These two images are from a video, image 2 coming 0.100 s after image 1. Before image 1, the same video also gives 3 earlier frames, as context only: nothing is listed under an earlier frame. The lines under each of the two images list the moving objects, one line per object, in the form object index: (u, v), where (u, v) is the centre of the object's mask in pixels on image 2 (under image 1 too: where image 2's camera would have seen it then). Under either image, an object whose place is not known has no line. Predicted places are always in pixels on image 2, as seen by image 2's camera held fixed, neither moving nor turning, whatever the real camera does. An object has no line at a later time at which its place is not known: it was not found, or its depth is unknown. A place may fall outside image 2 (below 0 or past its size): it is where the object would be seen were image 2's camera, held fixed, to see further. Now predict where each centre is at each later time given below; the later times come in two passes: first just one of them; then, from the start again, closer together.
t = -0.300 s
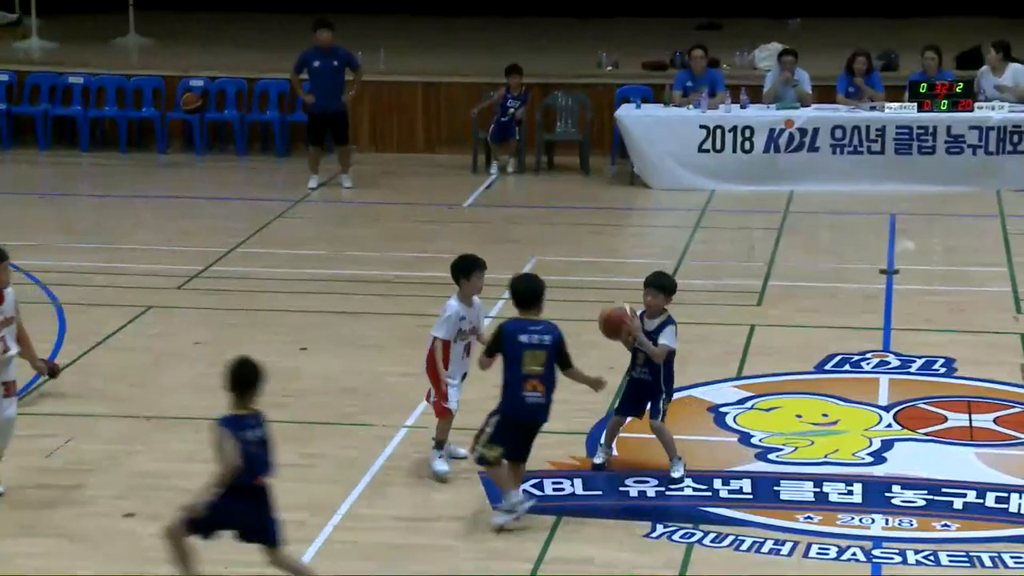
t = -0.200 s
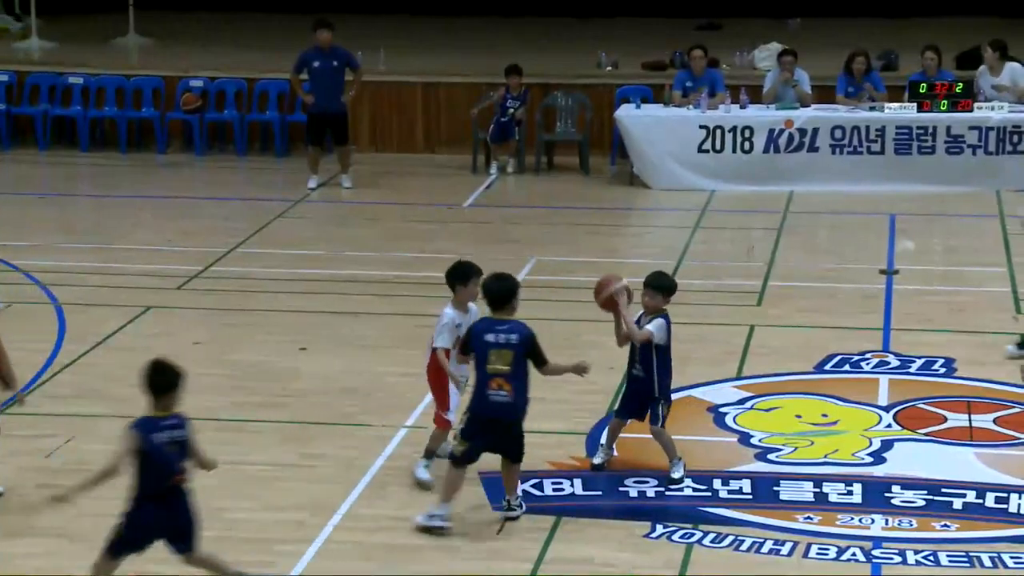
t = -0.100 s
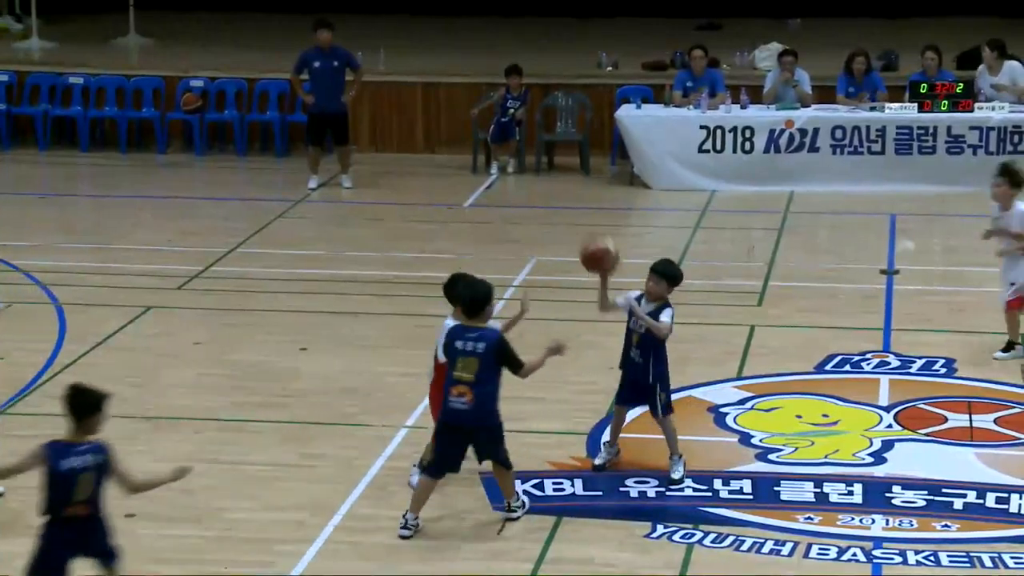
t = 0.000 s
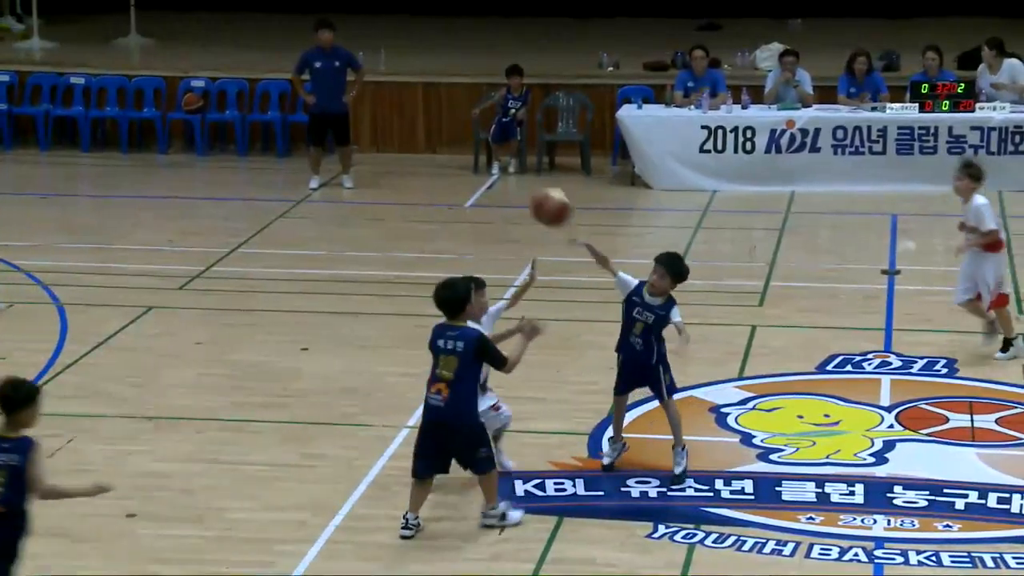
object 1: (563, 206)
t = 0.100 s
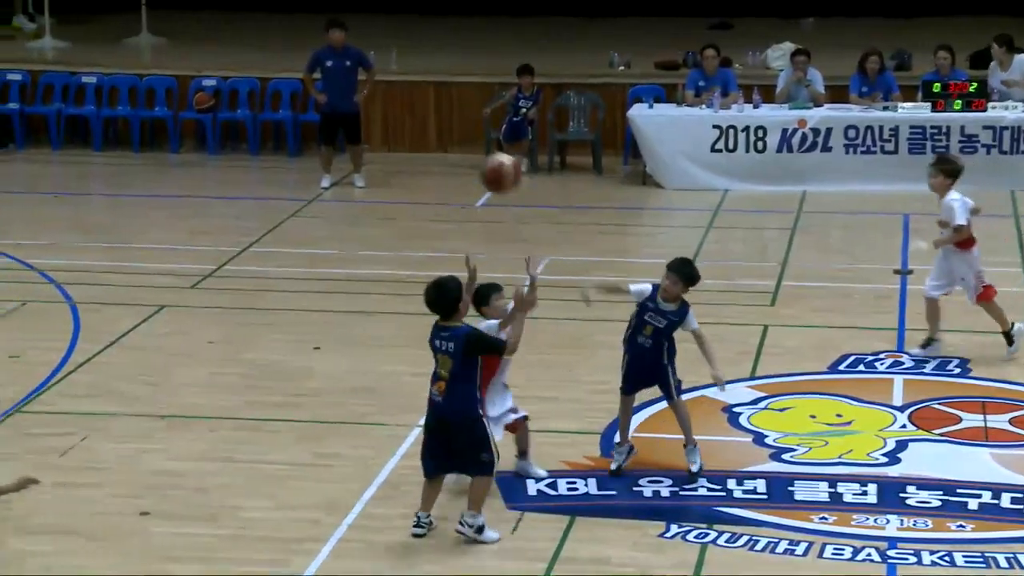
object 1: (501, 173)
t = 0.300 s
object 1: (364, 157)
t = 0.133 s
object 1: (478, 165)
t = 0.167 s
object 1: (456, 160)
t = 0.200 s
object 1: (433, 156)
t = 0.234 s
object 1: (410, 154)
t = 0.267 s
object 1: (388, 155)
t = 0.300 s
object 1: (364, 157)
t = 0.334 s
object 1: (341, 161)
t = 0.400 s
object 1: (288, 176)
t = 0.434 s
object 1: (264, 187)
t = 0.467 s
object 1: (238, 201)
